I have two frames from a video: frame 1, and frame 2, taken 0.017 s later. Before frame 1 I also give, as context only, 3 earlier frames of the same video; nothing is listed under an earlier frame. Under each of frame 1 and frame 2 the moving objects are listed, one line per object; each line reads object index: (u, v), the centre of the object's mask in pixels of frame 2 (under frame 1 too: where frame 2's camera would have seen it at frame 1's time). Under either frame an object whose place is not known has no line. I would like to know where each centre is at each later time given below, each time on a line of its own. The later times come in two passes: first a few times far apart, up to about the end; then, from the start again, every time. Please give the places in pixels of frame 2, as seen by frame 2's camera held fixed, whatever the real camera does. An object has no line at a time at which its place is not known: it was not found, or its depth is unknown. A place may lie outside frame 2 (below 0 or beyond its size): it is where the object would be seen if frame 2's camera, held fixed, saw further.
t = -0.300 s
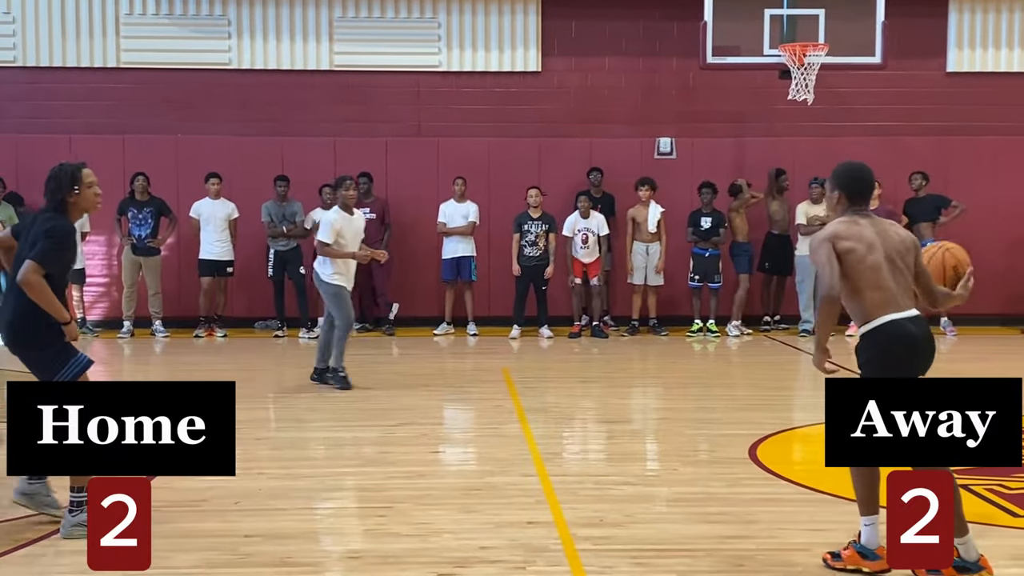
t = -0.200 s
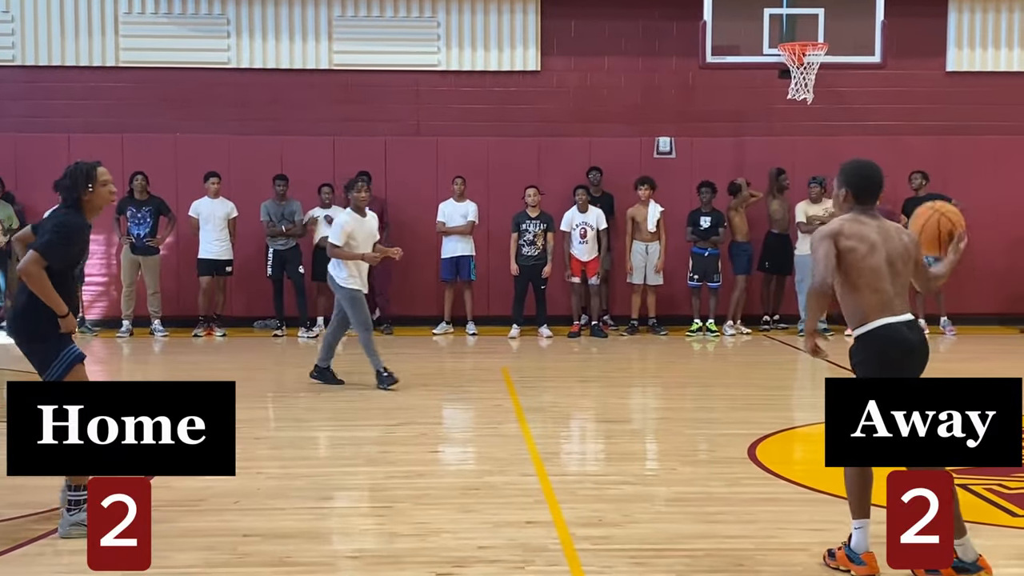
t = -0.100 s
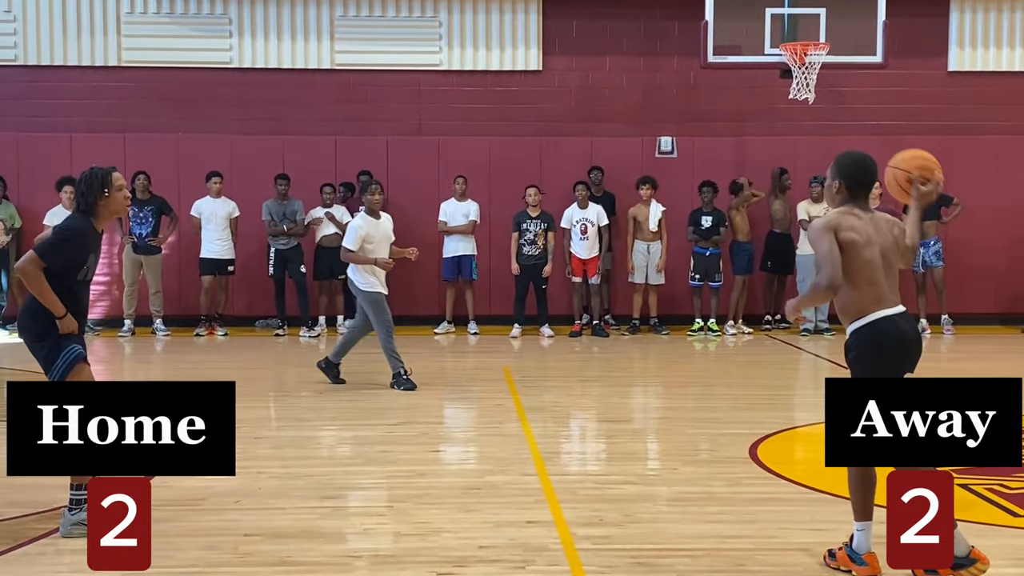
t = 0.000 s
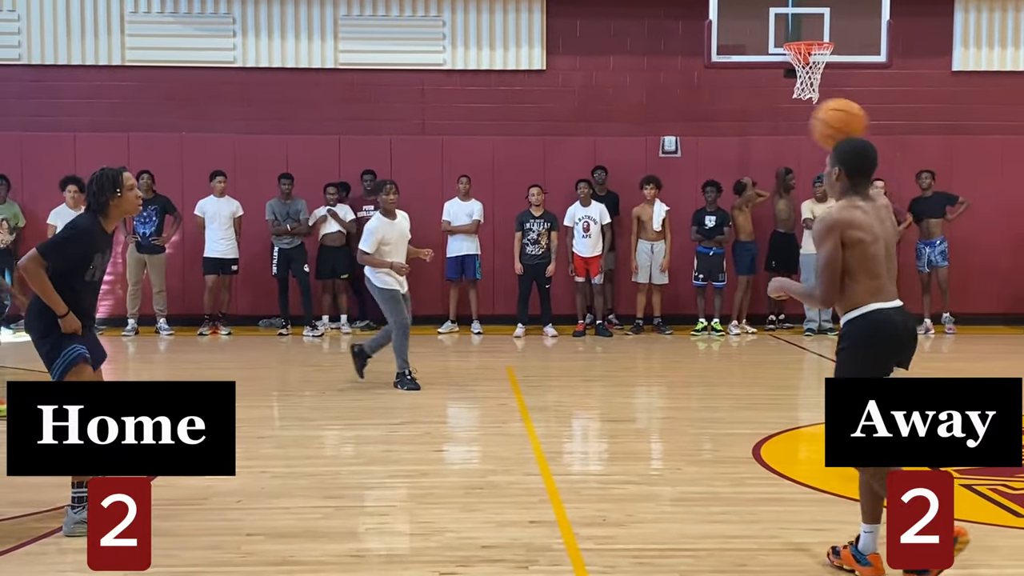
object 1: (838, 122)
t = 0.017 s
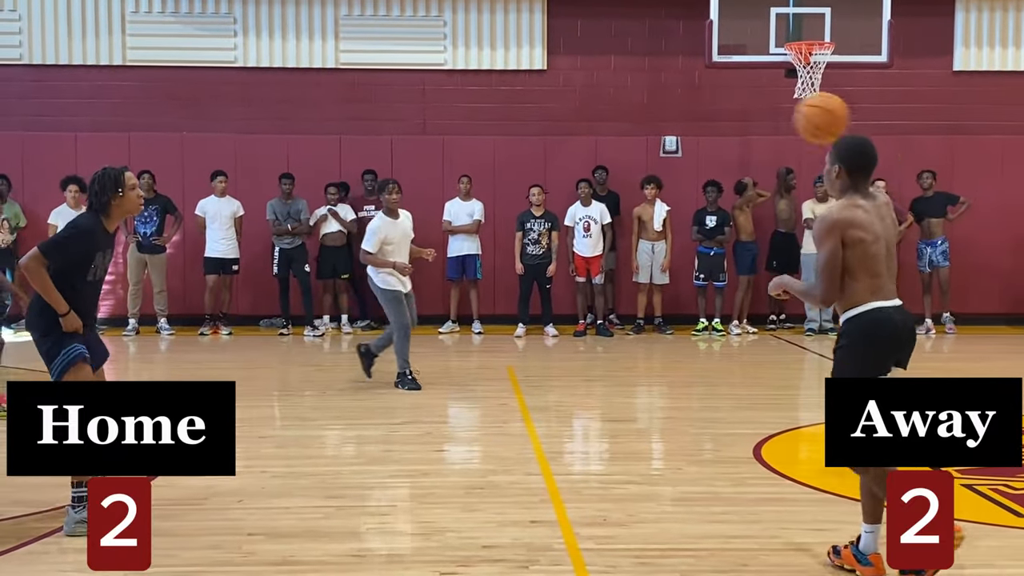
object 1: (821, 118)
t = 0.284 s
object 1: (597, 93)
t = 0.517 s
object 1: (468, 155)
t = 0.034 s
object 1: (803, 112)
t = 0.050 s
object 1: (785, 106)
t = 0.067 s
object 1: (769, 102)
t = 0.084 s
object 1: (754, 98)
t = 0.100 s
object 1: (739, 94)
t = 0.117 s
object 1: (723, 91)
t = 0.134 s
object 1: (709, 89)
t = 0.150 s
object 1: (695, 88)
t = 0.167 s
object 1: (682, 87)
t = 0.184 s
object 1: (668, 87)
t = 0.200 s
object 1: (656, 86)
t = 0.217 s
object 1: (644, 87)
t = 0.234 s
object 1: (632, 88)
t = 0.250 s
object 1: (620, 89)
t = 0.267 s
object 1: (608, 91)
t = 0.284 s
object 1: (597, 93)
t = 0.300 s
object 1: (586, 95)
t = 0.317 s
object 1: (575, 98)
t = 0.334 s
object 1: (565, 101)
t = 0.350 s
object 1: (555, 105)
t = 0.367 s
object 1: (546, 109)
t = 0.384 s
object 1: (536, 113)
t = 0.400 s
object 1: (528, 117)
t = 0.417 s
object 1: (519, 122)
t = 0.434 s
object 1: (511, 127)
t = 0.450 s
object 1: (502, 132)
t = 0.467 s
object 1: (492, 137)
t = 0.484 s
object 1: (484, 143)
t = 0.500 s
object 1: (475, 149)
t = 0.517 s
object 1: (468, 155)
